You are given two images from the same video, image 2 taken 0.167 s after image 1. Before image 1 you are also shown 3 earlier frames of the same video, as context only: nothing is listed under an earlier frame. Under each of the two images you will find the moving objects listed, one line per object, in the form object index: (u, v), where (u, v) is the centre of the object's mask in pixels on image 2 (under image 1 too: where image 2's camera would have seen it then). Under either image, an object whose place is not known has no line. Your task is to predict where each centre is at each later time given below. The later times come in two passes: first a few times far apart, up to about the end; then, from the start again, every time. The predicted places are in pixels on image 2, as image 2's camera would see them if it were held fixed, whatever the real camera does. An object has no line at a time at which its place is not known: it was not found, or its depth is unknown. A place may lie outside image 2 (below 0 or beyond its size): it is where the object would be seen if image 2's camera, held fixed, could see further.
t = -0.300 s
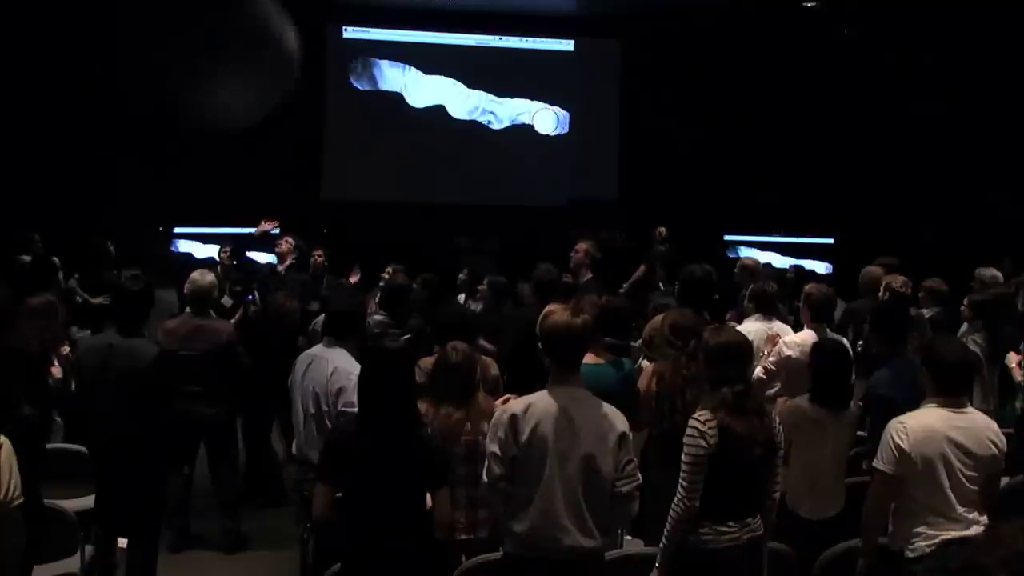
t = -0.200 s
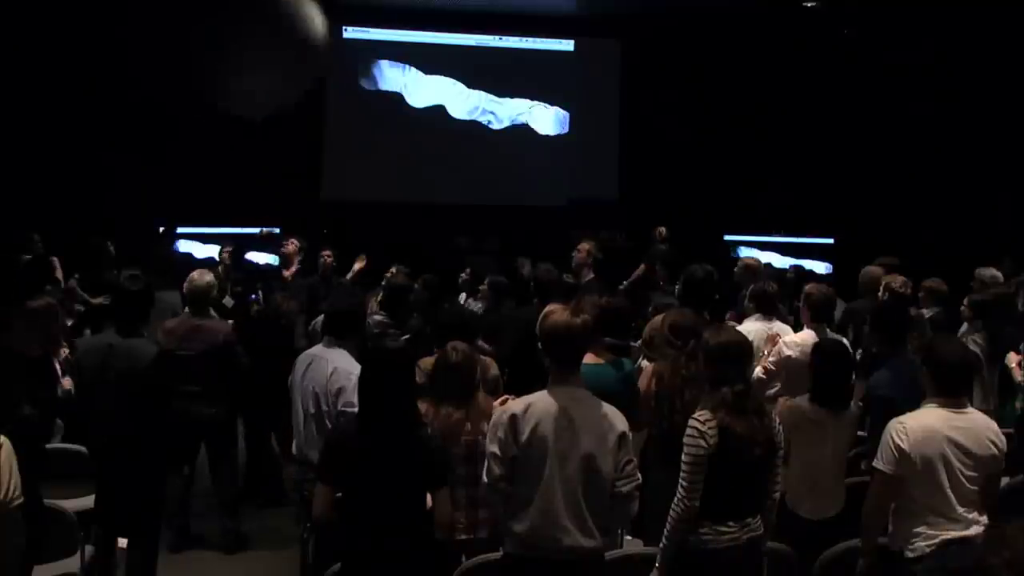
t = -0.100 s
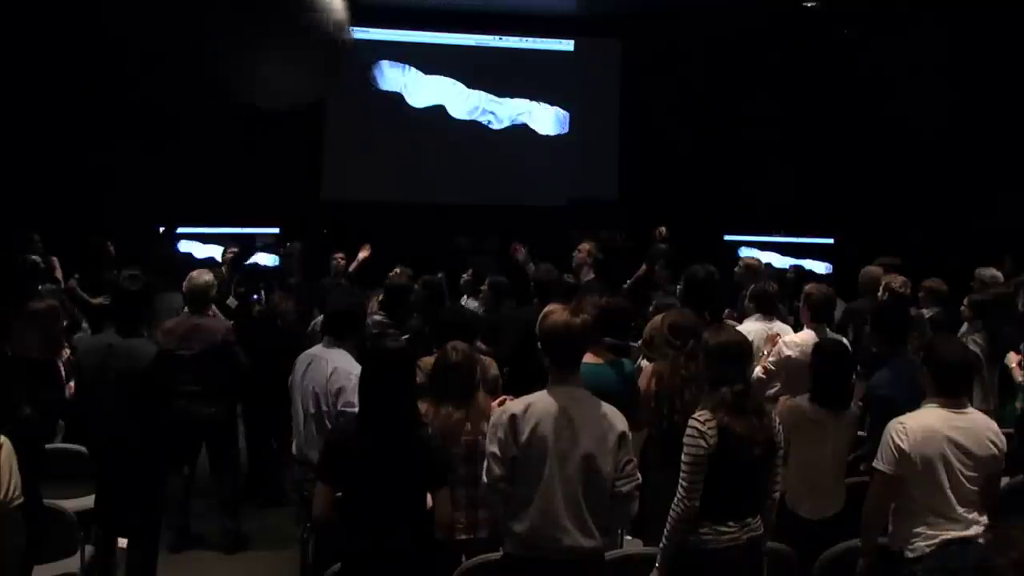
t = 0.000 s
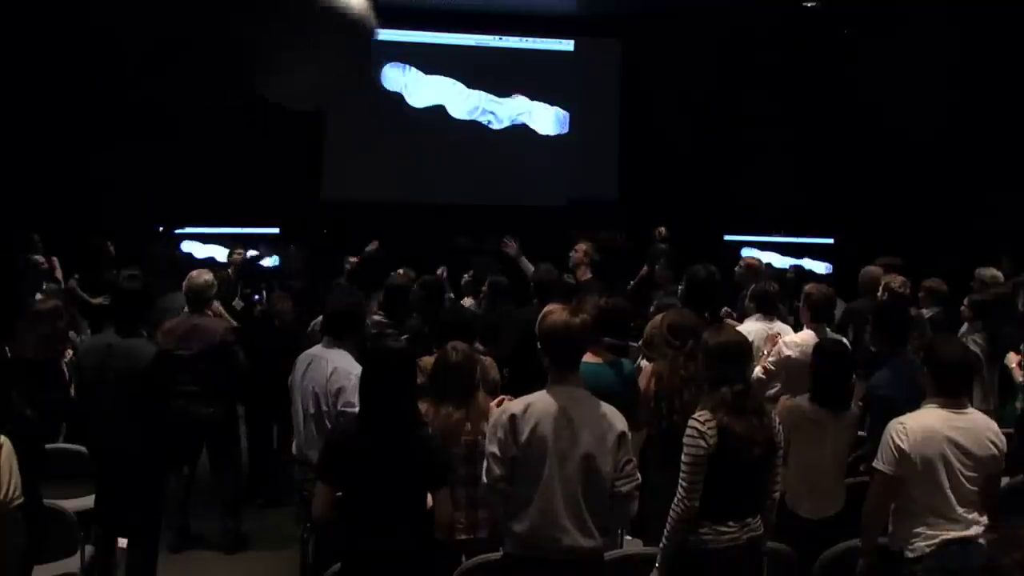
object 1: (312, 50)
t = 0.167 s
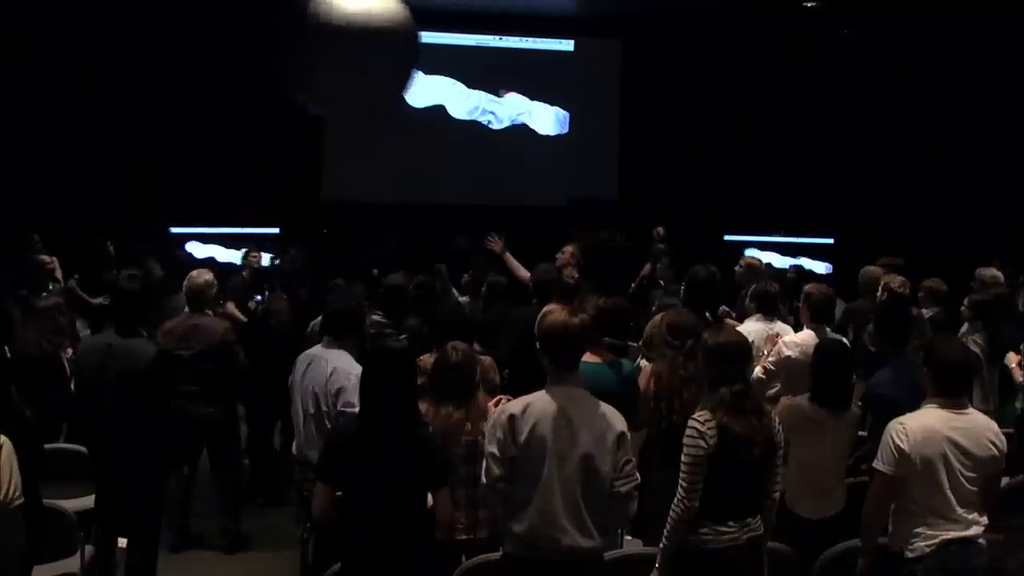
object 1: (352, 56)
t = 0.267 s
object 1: (375, 68)
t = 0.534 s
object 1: (433, 145)
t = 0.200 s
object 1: (361, 60)
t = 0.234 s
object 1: (368, 64)
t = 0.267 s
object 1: (375, 68)
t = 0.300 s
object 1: (382, 73)
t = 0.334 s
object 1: (390, 83)
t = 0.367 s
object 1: (397, 92)
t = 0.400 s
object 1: (404, 100)
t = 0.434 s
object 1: (413, 109)
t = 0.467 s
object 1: (419, 119)
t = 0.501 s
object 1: (428, 135)
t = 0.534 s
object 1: (433, 145)
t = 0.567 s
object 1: (438, 157)
